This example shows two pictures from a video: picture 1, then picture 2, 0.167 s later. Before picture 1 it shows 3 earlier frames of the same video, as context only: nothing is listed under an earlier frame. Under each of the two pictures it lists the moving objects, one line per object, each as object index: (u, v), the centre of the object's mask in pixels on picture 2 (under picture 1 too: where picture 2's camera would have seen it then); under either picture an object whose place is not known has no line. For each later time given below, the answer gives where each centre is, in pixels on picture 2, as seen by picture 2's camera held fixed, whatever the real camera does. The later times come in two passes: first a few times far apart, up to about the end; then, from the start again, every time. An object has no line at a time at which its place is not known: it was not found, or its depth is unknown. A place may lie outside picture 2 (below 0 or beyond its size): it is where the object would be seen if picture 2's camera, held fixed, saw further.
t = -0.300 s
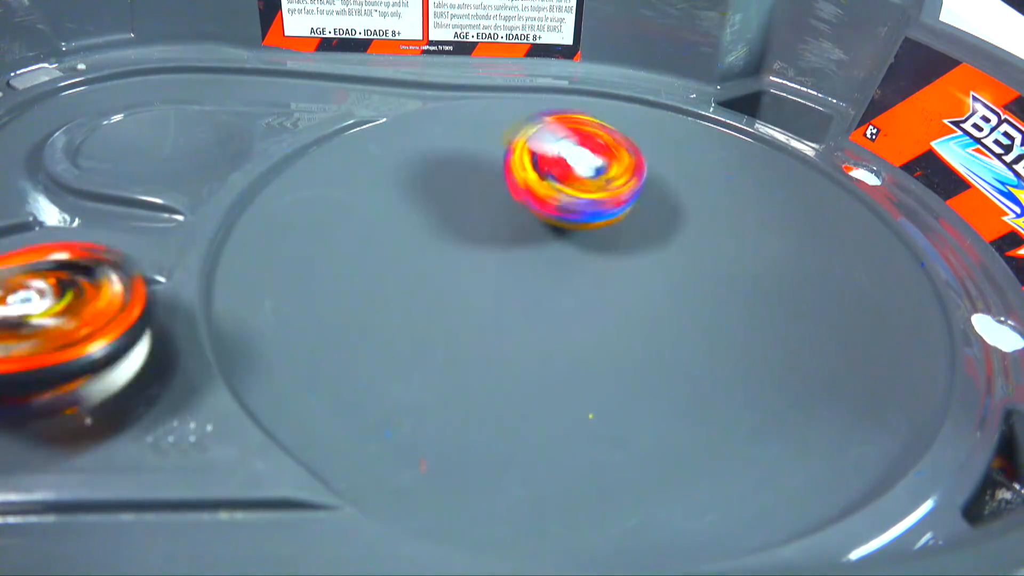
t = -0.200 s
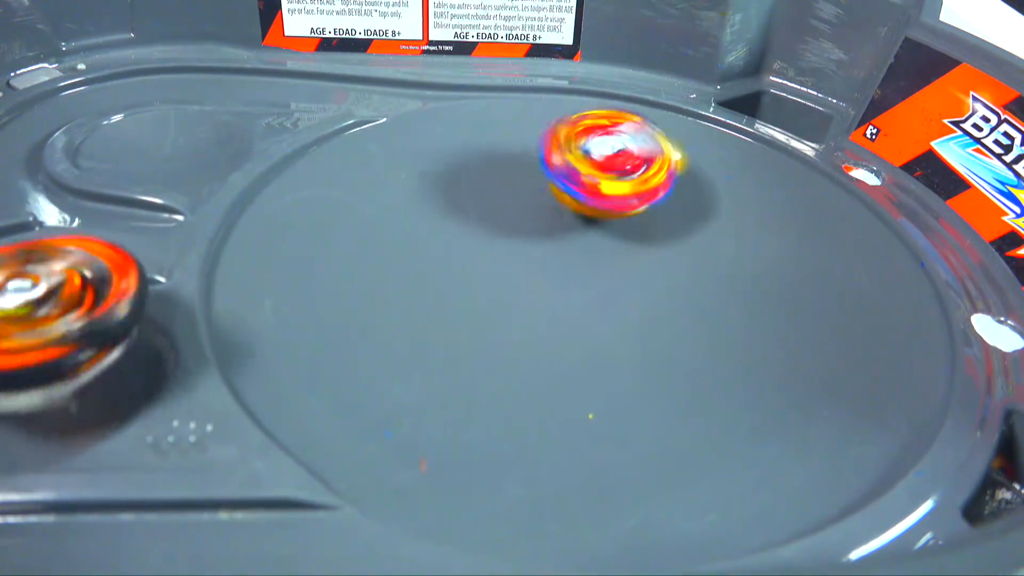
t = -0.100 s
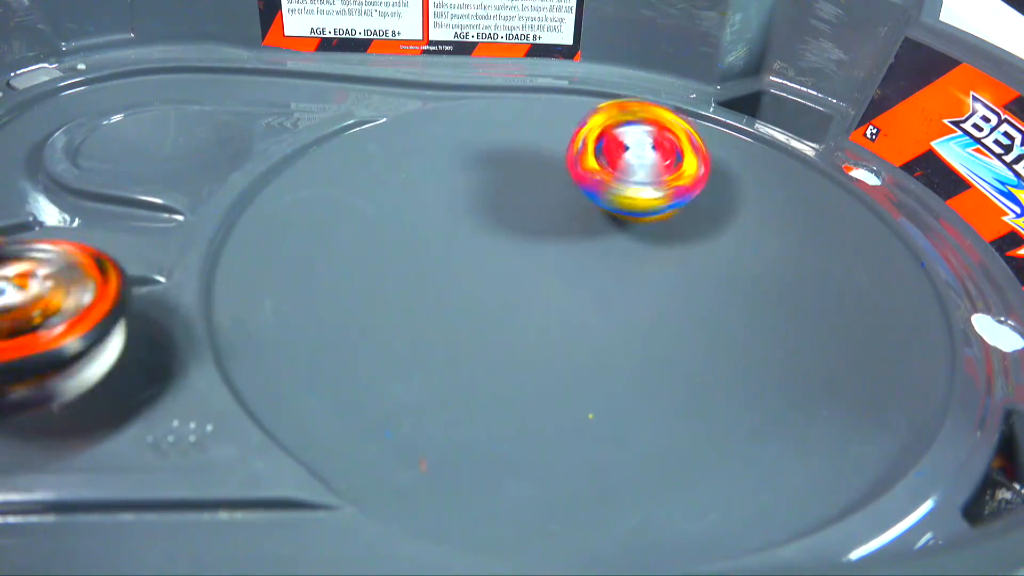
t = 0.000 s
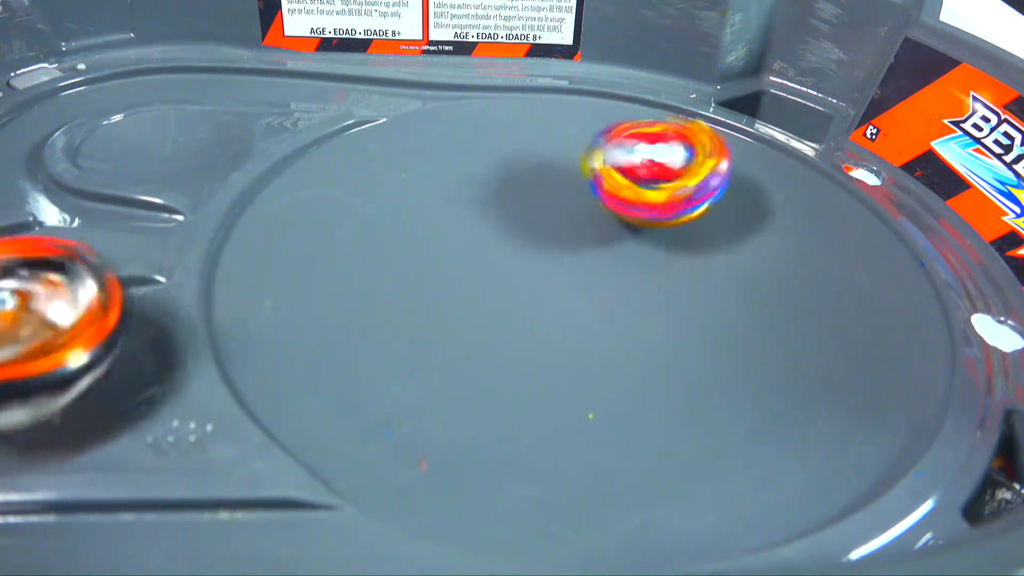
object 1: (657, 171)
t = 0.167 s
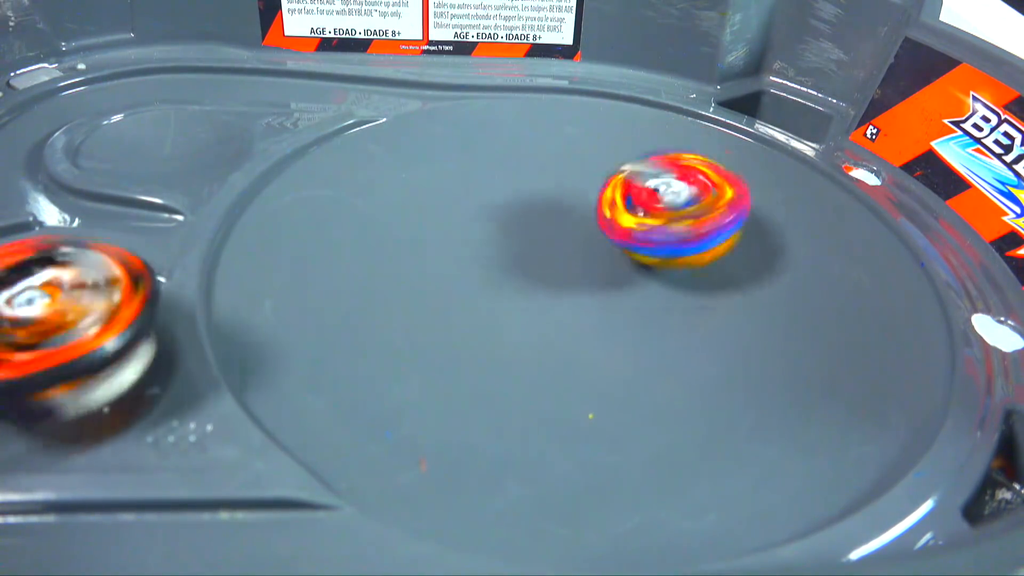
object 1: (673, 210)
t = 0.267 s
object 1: (674, 240)
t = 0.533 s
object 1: (639, 313)
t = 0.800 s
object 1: (550, 319)
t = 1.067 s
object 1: (475, 259)
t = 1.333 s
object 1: (470, 199)
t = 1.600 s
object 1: (533, 182)
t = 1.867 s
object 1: (624, 208)
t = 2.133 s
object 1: (673, 255)
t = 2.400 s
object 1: (619, 289)
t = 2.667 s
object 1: (518, 278)
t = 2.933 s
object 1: (492, 233)
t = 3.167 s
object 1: (530, 201)
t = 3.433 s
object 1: (599, 208)
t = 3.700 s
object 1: (632, 247)
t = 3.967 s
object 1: (595, 277)
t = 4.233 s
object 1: (541, 257)
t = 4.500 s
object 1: (553, 220)
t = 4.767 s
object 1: (598, 227)
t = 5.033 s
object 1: (587, 258)
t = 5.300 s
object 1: (554, 250)
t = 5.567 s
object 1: (575, 232)
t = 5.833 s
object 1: (605, 244)
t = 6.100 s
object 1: (564, 237)
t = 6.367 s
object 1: (565, 217)
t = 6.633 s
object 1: (567, 230)
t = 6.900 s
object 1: (548, 224)
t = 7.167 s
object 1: (594, 228)
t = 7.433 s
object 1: (587, 230)
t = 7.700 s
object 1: (552, 226)
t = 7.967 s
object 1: (588, 230)
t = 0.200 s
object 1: (675, 219)
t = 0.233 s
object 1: (674, 230)
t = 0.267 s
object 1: (674, 240)
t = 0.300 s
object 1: (673, 251)
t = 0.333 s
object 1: (669, 264)
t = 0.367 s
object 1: (667, 273)
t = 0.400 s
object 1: (662, 285)
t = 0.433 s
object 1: (660, 292)
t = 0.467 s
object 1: (652, 300)
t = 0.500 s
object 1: (644, 309)
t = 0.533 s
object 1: (639, 313)
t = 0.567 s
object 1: (629, 322)
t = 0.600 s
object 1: (621, 325)
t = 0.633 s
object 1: (612, 327)
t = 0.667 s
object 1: (600, 329)
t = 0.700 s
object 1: (589, 325)
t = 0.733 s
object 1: (575, 327)
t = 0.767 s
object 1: (563, 322)
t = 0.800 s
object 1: (550, 319)
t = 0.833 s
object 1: (538, 314)
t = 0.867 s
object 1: (529, 306)
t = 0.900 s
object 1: (514, 302)
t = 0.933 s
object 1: (506, 292)
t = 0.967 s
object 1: (497, 283)
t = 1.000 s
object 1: (487, 276)
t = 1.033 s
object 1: (483, 265)
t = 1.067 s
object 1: (475, 259)
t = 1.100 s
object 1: (470, 249)
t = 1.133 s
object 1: (467, 240)
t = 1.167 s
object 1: (463, 233)
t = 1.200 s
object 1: (463, 223)
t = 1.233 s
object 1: (461, 217)
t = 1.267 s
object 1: (463, 211)
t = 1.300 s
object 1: (469, 203)
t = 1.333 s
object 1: (470, 199)
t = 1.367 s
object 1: (476, 194)
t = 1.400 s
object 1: (482, 189)
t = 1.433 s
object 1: (487, 188)
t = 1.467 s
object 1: (495, 182)
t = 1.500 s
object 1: (502, 182)
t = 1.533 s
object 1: (513, 182)
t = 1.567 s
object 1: (525, 180)
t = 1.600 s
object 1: (533, 182)
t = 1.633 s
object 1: (546, 184)
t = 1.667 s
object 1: (558, 184)
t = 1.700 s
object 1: (567, 188)
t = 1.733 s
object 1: (580, 189)
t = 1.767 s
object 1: (591, 193)
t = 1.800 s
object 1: (601, 199)
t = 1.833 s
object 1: (615, 202)
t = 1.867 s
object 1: (624, 208)
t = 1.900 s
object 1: (634, 213)
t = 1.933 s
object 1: (645, 218)
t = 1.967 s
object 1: (651, 225)
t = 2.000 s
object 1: (660, 231)
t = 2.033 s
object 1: (666, 236)
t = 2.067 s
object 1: (668, 245)
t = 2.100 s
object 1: (672, 249)
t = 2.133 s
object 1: (673, 255)
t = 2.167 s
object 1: (670, 263)
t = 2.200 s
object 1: (669, 268)
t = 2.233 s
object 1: (664, 272)
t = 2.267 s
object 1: (657, 279)
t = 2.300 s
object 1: (651, 282)
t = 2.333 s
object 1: (641, 285)
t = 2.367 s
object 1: (629, 289)
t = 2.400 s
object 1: (619, 289)
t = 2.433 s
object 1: (606, 291)
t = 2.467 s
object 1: (591, 293)
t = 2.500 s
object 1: (582, 290)
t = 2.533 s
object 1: (568, 289)
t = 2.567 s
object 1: (554, 290)
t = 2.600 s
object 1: (543, 284)
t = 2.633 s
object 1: (530, 281)
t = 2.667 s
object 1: (518, 278)
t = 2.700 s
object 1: (512, 272)
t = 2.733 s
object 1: (504, 268)
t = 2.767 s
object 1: (497, 265)
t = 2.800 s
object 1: (494, 257)
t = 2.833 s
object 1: (490, 251)
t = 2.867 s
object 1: (489, 247)
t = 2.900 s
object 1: (490, 238)
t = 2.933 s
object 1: (492, 233)
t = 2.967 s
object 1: (493, 228)
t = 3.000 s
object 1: (497, 221)
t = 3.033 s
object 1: (504, 216)
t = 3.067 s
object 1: (507, 212)
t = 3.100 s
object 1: (517, 208)
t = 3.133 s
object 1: (527, 204)
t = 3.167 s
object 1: (530, 201)
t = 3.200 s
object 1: (541, 200)
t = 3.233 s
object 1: (552, 197)
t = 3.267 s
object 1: (556, 197)
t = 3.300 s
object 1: (564, 198)
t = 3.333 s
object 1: (578, 198)
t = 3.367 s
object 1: (583, 202)
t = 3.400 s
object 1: (590, 206)
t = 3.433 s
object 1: (599, 208)
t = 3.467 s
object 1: (610, 213)
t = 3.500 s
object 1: (613, 218)
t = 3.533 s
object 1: (619, 221)
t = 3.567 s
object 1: (628, 226)
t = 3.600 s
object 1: (627, 233)
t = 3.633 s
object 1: (630, 237)
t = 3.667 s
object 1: (633, 241)
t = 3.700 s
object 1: (632, 247)
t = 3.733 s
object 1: (629, 253)
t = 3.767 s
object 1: (628, 257)
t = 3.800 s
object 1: (628, 260)
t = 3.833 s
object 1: (620, 267)
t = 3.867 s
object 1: (616, 270)
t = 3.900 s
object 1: (613, 271)
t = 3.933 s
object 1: (604, 274)
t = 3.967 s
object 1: (595, 277)
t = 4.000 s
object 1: (588, 277)
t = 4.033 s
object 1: (585, 276)
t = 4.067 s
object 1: (571, 275)
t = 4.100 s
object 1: (562, 273)
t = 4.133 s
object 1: (559, 268)
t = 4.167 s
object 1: (554, 265)
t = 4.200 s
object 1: (546, 261)
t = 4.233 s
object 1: (541, 257)
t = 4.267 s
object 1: (543, 251)
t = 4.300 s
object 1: (539, 246)
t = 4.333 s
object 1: (536, 242)
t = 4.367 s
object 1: (537, 236)
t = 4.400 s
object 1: (546, 232)
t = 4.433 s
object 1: (543, 228)
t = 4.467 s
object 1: (546, 225)
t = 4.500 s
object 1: (553, 220)
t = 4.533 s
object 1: (563, 221)
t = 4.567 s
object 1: (563, 219)
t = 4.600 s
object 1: (567, 217)
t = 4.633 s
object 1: (577, 217)
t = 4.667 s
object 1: (588, 221)
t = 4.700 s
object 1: (587, 223)
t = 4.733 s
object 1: (592, 224)
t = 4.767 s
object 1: (598, 227)
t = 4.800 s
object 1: (604, 232)
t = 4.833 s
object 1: (601, 238)
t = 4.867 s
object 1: (600, 243)
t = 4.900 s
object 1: (600, 245)
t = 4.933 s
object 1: (602, 248)
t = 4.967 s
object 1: (594, 254)
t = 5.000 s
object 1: (589, 257)
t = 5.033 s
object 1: (587, 258)
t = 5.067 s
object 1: (590, 259)
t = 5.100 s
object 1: (580, 259)
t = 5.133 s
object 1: (573, 260)
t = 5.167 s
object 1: (568, 259)
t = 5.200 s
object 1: (571, 257)
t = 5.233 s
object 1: (564, 255)
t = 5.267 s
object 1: (557, 252)
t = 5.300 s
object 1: (554, 250)
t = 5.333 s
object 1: (558, 245)
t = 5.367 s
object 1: (560, 243)
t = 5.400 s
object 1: (556, 238)
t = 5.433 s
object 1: (556, 235)
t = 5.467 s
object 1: (562, 233)
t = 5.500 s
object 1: (574, 233)
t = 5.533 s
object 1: (574, 233)
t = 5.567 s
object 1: (575, 232)
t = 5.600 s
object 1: (579, 230)
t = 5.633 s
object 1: (588, 231)
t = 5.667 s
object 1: (594, 233)
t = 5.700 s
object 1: (595, 235)
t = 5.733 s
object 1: (596, 236)
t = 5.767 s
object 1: (600, 238)
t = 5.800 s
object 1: (609, 240)
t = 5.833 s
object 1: (605, 244)
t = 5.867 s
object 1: (598, 247)
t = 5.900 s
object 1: (591, 250)
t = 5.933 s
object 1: (587, 251)
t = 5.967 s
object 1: (588, 250)
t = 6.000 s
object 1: (580, 250)
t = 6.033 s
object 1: (574, 246)
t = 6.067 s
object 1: (568, 242)
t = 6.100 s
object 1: (564, 237)
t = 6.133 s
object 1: (567, 236)
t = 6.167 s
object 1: (562, 231)
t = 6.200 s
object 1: (560, 227)
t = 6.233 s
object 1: (559, 224)
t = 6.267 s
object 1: (561, 218)
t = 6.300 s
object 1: (568, 219)
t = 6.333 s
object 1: (566, 218)
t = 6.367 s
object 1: (565, 217)
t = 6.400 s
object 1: (565, 216)
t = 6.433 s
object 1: (569, 216)
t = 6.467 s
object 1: (579, 218)
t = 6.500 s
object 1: (577, 221)
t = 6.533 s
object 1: (574, 224)
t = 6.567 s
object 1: (569, 227)
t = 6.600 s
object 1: (566, 229)
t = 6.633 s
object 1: (567, 230)
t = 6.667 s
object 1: (562, 234)
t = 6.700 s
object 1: (556, 231)
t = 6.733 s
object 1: (549, 229)
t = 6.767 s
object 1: (547, 229)
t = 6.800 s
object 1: (547, 227)
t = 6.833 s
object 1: (551, 228)
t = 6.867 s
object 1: (549, 226)
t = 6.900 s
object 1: (548, 224)
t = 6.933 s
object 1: (546, 224)
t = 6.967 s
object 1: (548, 228)
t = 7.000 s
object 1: (551, 230)
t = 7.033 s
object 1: (558, 233)
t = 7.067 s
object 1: (567, 233)
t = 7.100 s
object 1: (578, 233)
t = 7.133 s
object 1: (588, 231)
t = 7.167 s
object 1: (594, 228)
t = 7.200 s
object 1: (599, 225)
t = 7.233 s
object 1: (603, 223)
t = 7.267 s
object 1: (604, 222)
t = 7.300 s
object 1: (604, 222)
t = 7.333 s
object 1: (602, 223)
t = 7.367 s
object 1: (599, 225)
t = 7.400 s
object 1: (594, 228)
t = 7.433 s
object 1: (587, 230)
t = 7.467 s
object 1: (579, 231)
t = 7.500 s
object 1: (570, 230)
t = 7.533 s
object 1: (562, 229)
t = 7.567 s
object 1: (556, 227)
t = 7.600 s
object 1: (551, 226)
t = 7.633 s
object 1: (548, 224)
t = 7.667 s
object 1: (549, 225)
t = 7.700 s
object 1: (552, 226)
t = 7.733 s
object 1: (555, 227)
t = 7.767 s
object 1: (559, 228)
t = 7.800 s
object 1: (565, 230)
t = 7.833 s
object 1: (571, 230)
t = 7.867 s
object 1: (577, 231)
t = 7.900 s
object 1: (583, 231)
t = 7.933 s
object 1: (586, 230)
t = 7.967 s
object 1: (588, 230)
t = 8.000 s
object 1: (587, 230)
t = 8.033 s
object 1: (584, 231)
